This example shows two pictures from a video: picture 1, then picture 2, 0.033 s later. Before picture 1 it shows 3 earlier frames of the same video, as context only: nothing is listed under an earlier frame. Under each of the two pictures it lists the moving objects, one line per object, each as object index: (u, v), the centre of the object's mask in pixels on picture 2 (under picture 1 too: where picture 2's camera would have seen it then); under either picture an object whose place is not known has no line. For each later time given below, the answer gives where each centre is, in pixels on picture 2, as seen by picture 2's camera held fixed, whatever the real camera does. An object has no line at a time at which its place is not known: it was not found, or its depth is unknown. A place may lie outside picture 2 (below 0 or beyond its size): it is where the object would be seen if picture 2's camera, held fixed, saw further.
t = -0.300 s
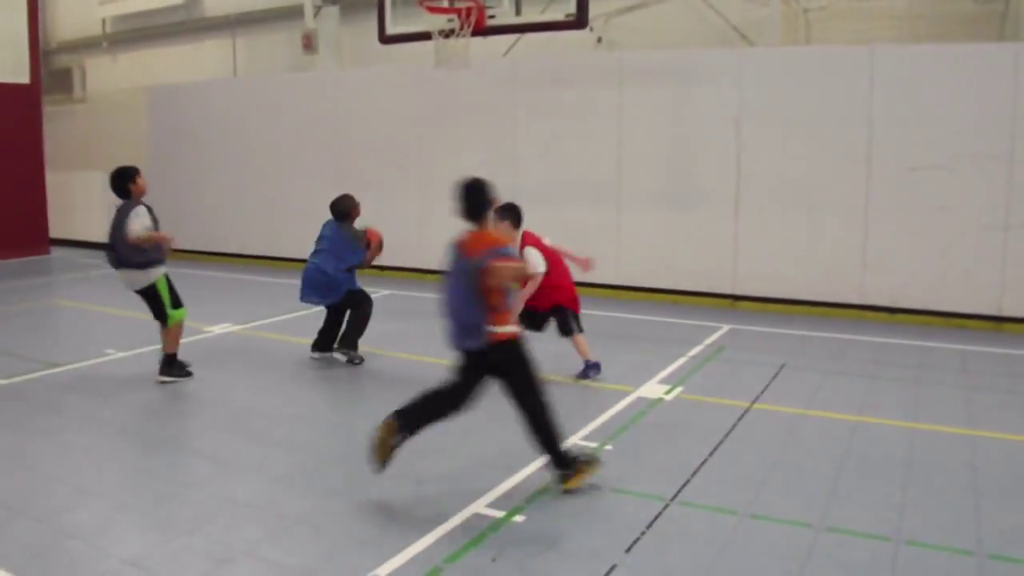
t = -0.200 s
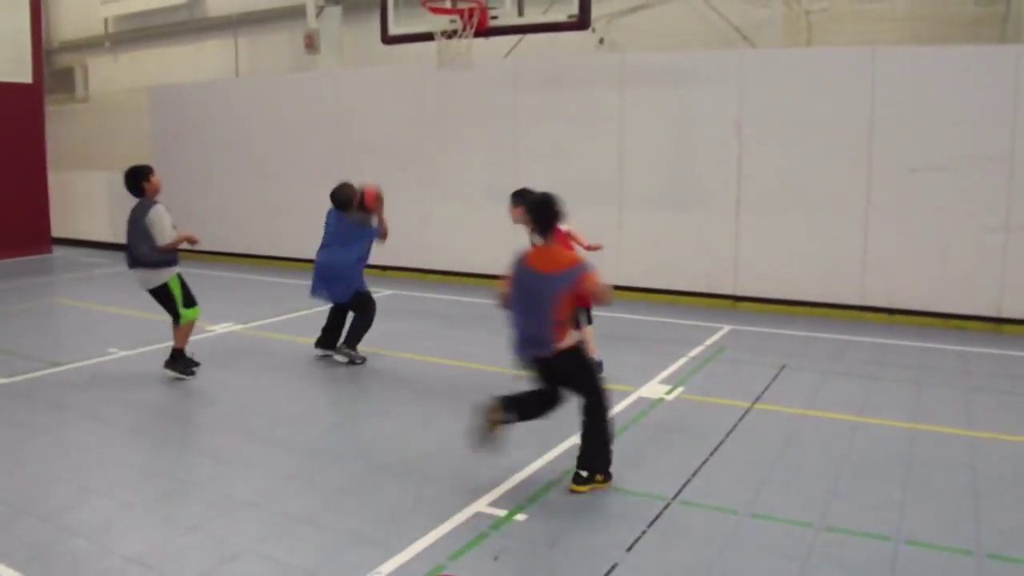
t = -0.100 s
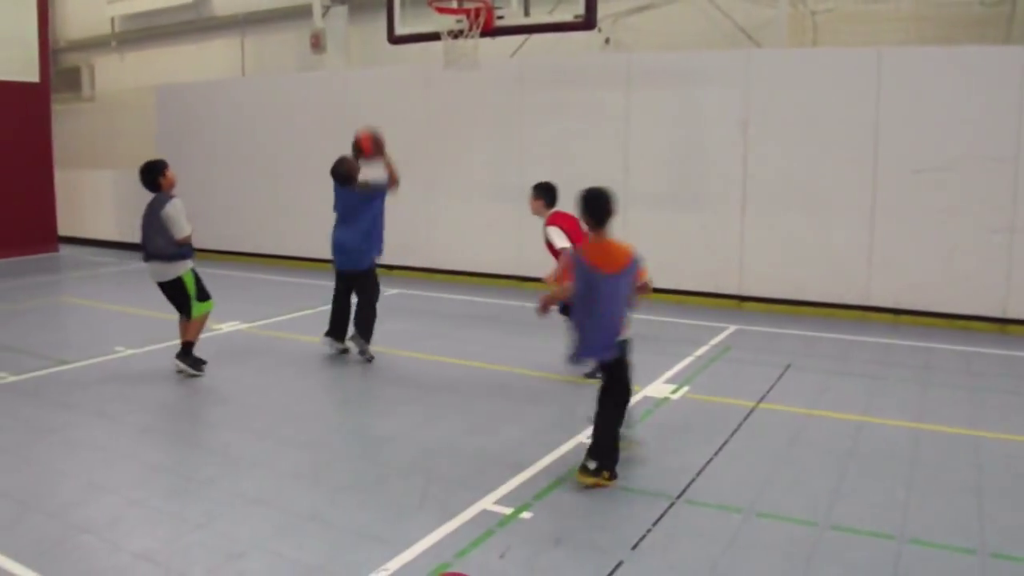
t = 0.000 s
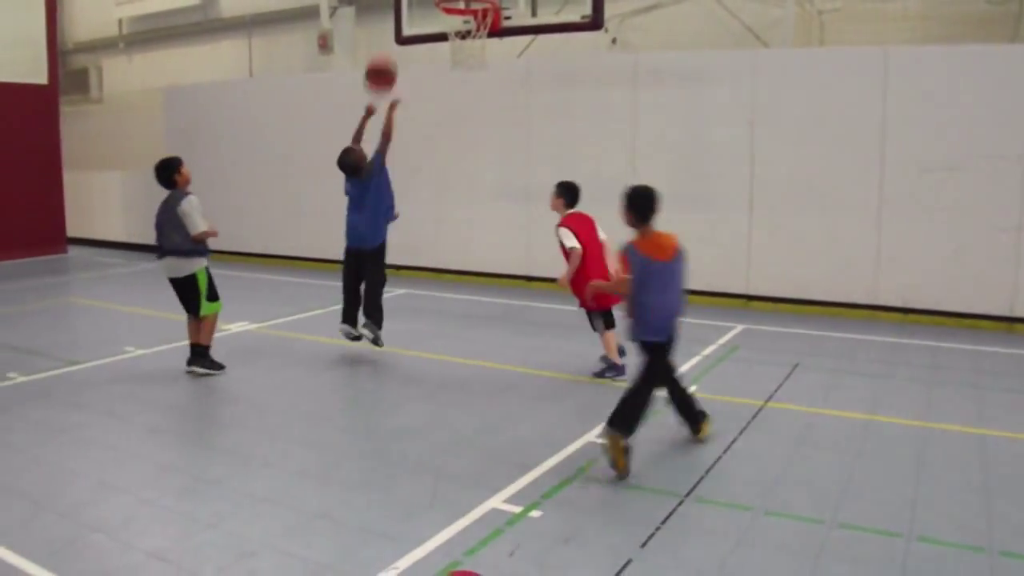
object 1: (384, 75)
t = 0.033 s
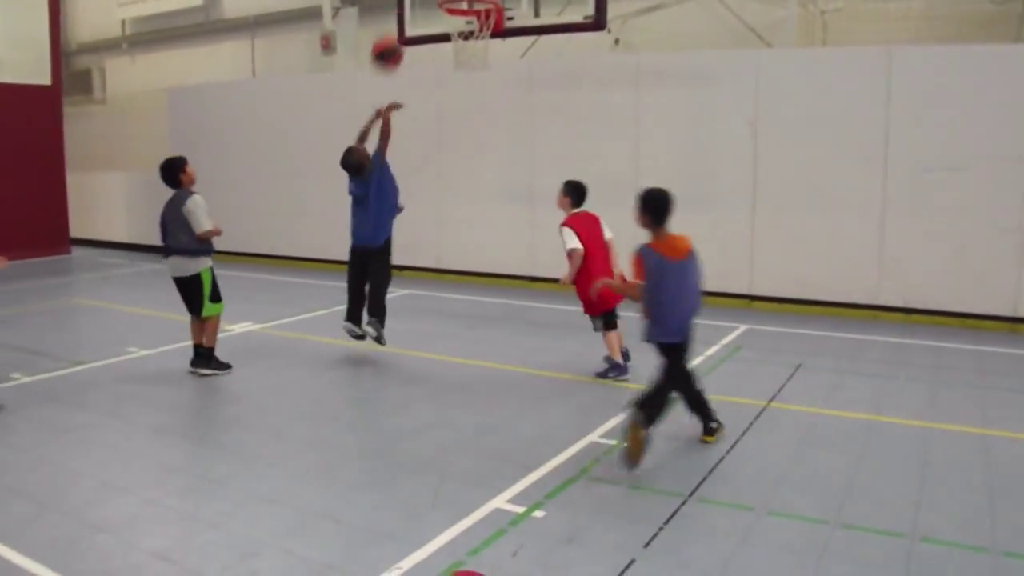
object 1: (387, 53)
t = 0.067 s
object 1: (391, 30)
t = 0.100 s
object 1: (394, 11)
